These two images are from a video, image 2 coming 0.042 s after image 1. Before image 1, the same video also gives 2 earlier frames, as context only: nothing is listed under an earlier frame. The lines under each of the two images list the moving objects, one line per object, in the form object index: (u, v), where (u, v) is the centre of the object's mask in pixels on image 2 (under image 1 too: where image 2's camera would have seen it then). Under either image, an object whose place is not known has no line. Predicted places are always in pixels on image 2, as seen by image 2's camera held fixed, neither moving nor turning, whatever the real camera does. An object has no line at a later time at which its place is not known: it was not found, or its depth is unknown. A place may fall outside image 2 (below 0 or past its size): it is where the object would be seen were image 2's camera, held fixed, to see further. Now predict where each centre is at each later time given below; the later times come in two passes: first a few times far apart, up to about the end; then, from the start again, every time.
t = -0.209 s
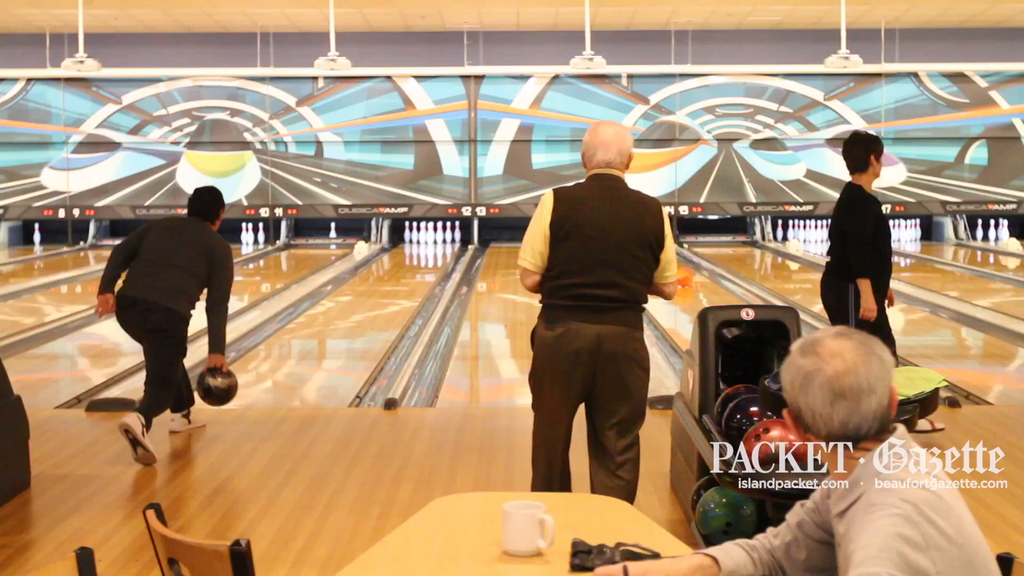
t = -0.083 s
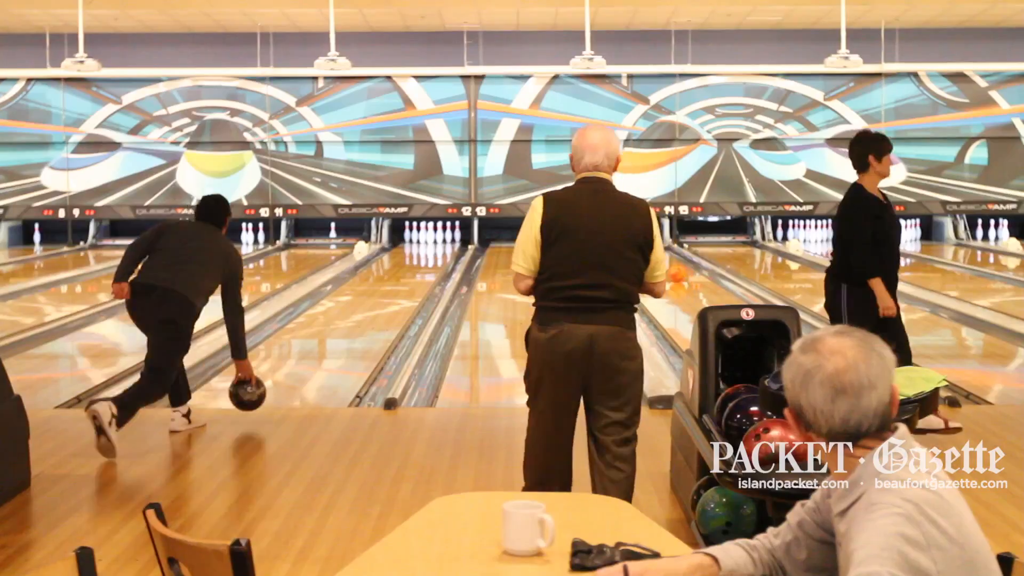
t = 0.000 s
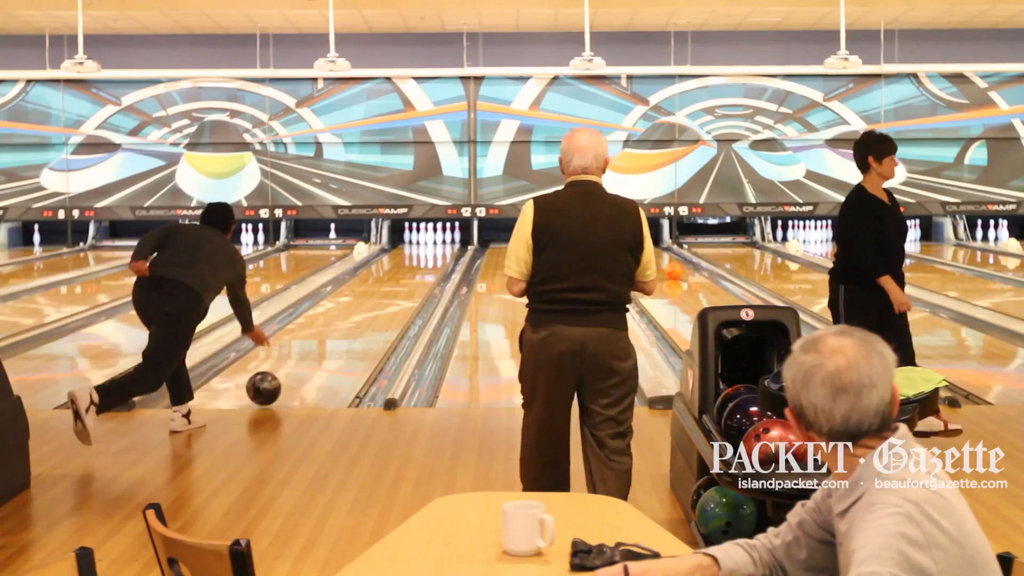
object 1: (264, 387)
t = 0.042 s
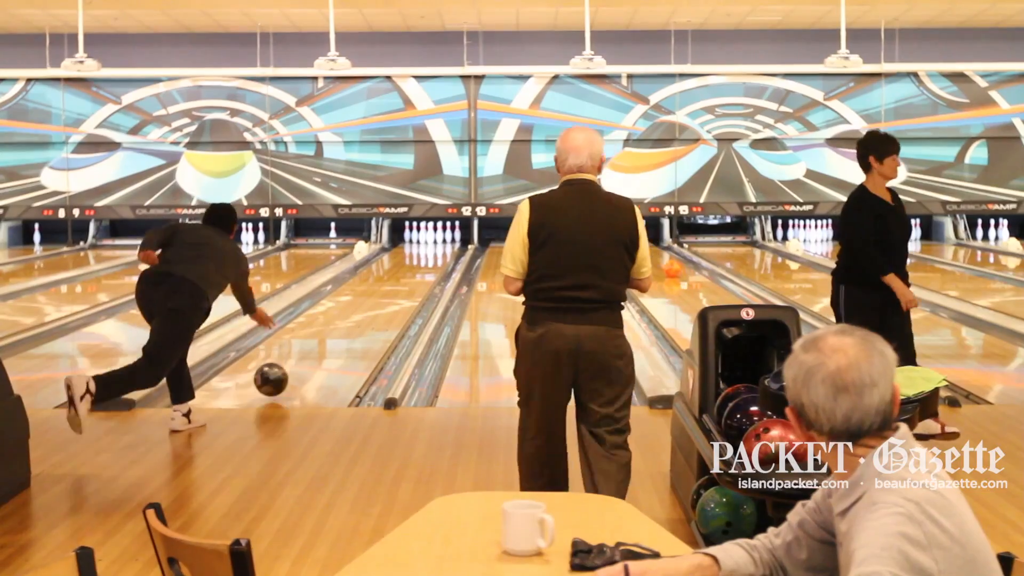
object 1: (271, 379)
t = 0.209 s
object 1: (296, 360)
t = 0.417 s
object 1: (321, 337)
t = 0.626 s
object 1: (341, 319)
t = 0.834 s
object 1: (357, 304)
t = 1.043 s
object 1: (371, 292)
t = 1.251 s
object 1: (382, 282)
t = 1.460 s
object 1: (392, 274)
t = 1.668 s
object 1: (400, 267)
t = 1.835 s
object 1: (406, 261)
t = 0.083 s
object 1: (277, 374)
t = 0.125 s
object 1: (284, 370)
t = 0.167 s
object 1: (290, 365)
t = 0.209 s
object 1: (296, 360)
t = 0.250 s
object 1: (302, 354)
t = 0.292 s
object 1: (307, 350)
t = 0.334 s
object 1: (312, 345)
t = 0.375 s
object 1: (317, 341)
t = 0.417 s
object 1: (321, 337)
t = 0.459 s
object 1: (326, 333)
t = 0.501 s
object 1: (330, 329)
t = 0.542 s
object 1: (334, 326)
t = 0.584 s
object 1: (338, 322)
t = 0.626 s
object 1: (341, 319)
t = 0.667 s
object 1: (345, 316)
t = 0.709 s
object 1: (348, 313)
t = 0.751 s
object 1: (351, 310)
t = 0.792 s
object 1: (355, 307)
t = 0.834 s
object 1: (357, 304)
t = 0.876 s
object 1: (360, 302)
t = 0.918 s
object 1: (363, 299)
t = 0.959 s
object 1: (366, 297)
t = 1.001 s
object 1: (368, 295)
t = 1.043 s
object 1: (371, 292)
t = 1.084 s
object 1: (373, 290)
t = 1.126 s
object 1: (376, 289)
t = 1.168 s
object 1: (378, 286)
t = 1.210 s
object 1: (380, 284)
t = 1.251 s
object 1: (382, 282)
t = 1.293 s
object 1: (384, 280)
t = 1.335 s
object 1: (386, 278)
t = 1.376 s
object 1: (388, 277)
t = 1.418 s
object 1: (390, 276)
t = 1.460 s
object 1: (392, 274)
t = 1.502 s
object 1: (393, 272)
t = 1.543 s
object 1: (395, 271)
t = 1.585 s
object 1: (396, 270)
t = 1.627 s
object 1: (398, 268)
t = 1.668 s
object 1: (400, 267)
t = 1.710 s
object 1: (401, 265)
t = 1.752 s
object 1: (403, 263)
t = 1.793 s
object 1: (404, 262)
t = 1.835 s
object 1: (406, 261)
